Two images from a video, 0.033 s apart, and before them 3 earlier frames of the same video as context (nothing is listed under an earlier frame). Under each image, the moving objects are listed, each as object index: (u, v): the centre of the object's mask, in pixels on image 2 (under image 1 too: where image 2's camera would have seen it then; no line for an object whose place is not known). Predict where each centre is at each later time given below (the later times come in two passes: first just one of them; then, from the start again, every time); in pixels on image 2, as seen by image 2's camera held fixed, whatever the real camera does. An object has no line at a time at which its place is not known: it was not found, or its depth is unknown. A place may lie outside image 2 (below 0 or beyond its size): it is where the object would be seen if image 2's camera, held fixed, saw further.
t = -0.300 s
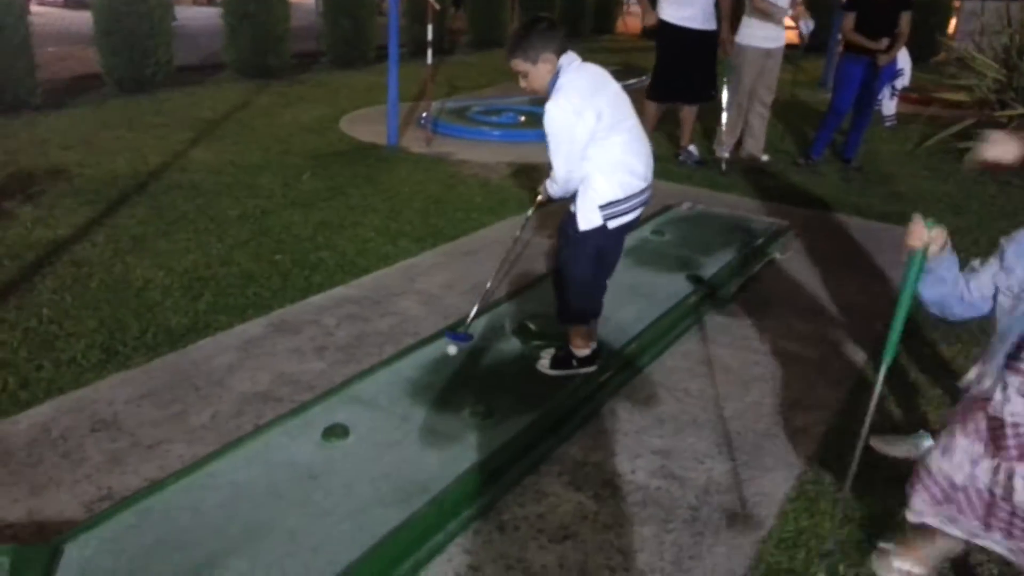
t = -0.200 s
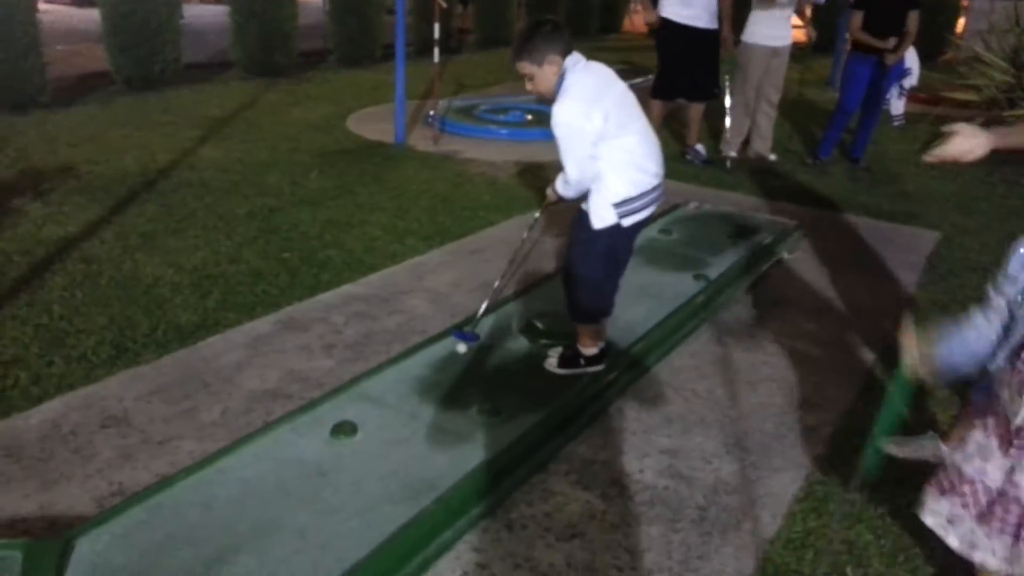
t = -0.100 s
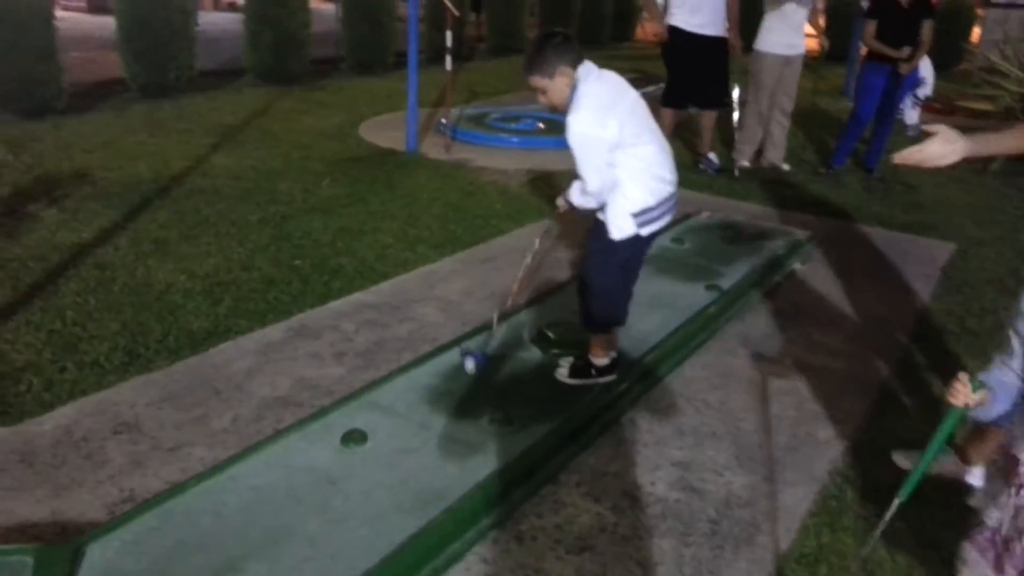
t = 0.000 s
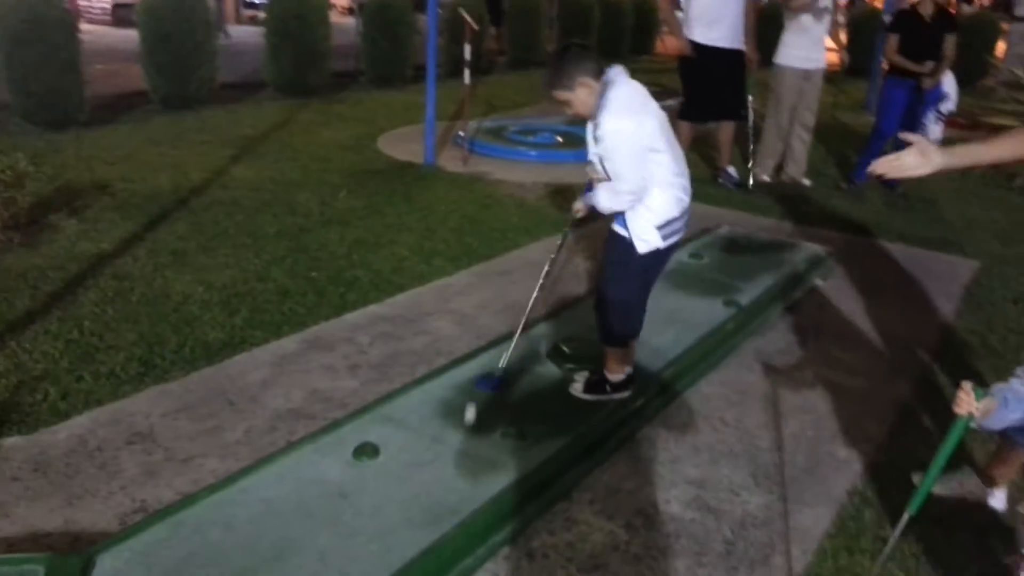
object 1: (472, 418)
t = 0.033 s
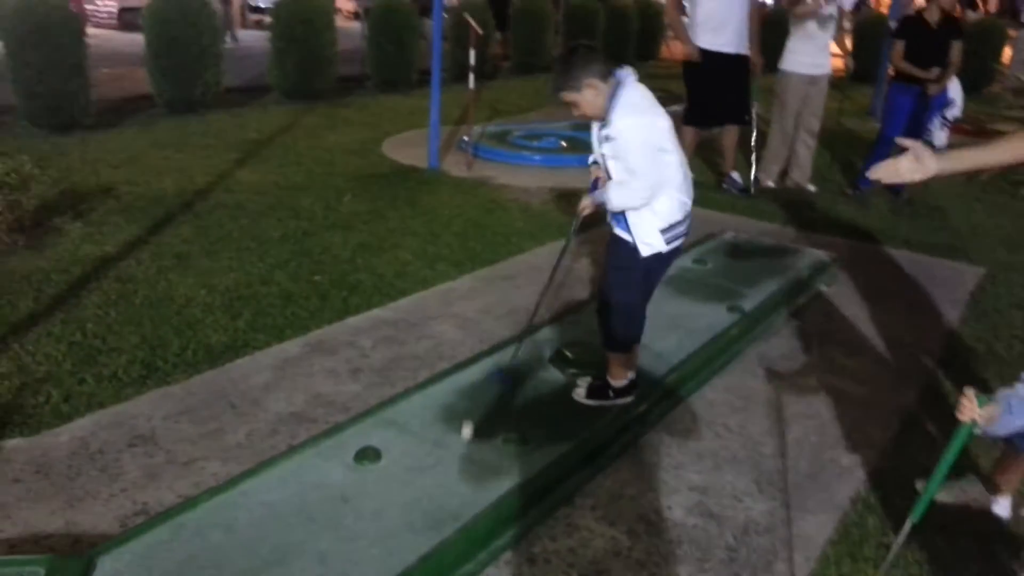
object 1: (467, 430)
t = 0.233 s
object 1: (430, 514)
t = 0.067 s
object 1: (462, 444)
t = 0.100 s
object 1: (457, 457)
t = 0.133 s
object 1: (451, 470)
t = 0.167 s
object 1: (445, 484)
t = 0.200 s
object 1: (438, 499)
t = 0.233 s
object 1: (430, 514)
